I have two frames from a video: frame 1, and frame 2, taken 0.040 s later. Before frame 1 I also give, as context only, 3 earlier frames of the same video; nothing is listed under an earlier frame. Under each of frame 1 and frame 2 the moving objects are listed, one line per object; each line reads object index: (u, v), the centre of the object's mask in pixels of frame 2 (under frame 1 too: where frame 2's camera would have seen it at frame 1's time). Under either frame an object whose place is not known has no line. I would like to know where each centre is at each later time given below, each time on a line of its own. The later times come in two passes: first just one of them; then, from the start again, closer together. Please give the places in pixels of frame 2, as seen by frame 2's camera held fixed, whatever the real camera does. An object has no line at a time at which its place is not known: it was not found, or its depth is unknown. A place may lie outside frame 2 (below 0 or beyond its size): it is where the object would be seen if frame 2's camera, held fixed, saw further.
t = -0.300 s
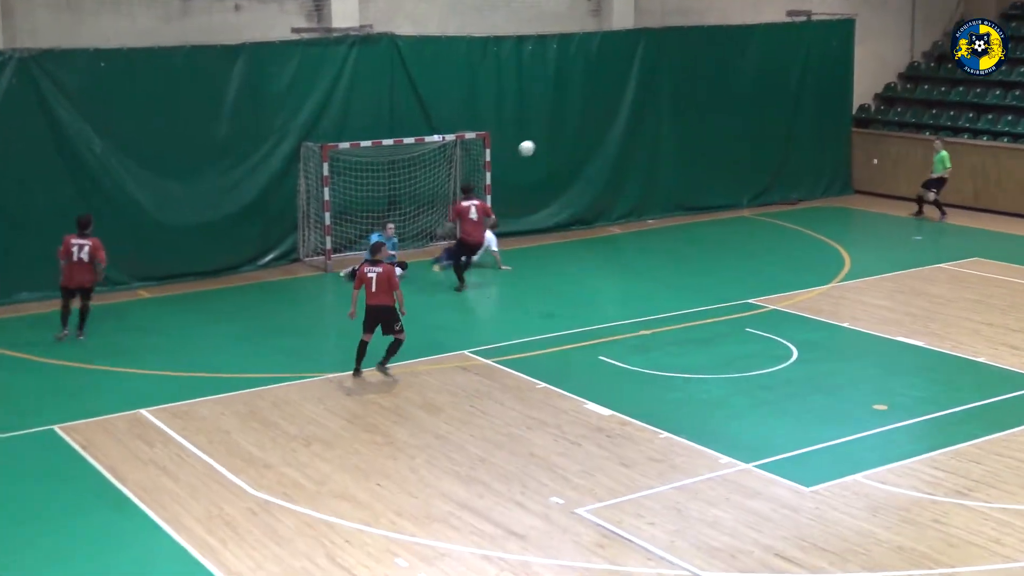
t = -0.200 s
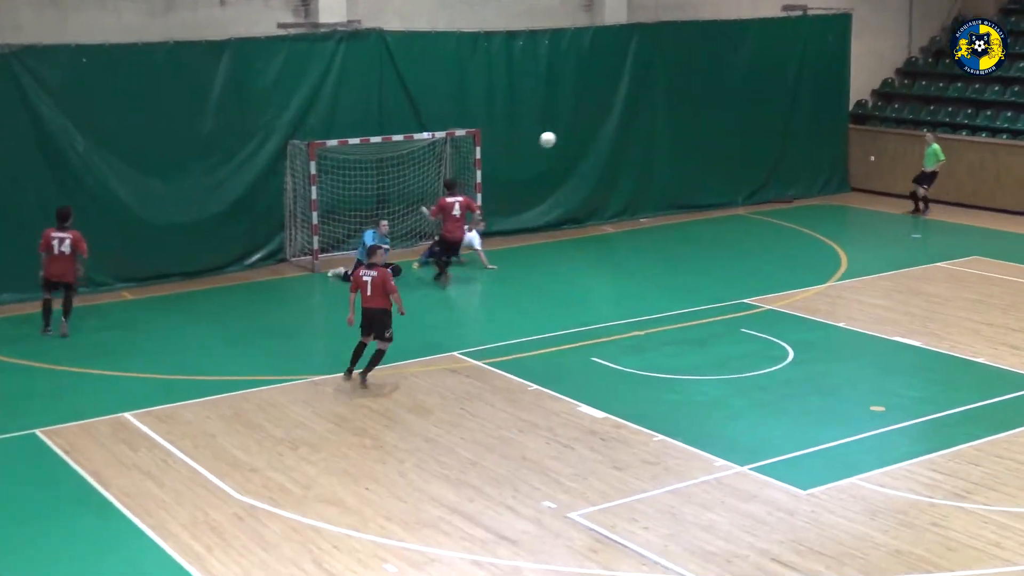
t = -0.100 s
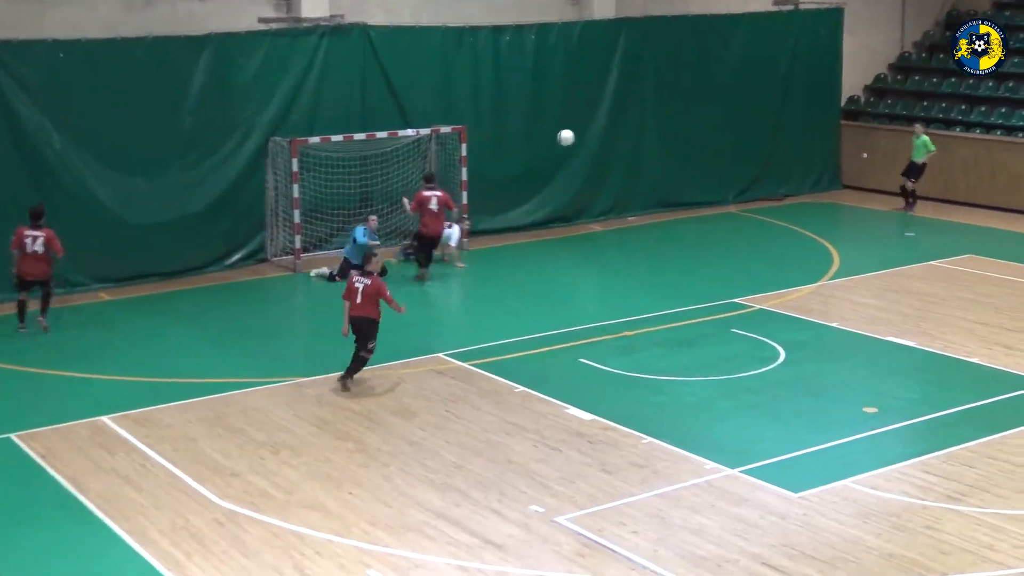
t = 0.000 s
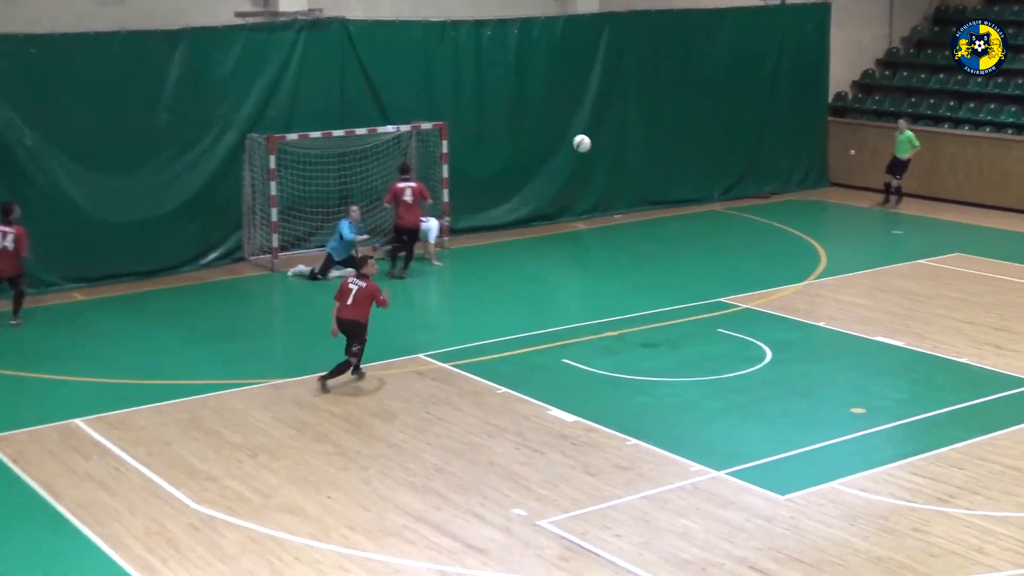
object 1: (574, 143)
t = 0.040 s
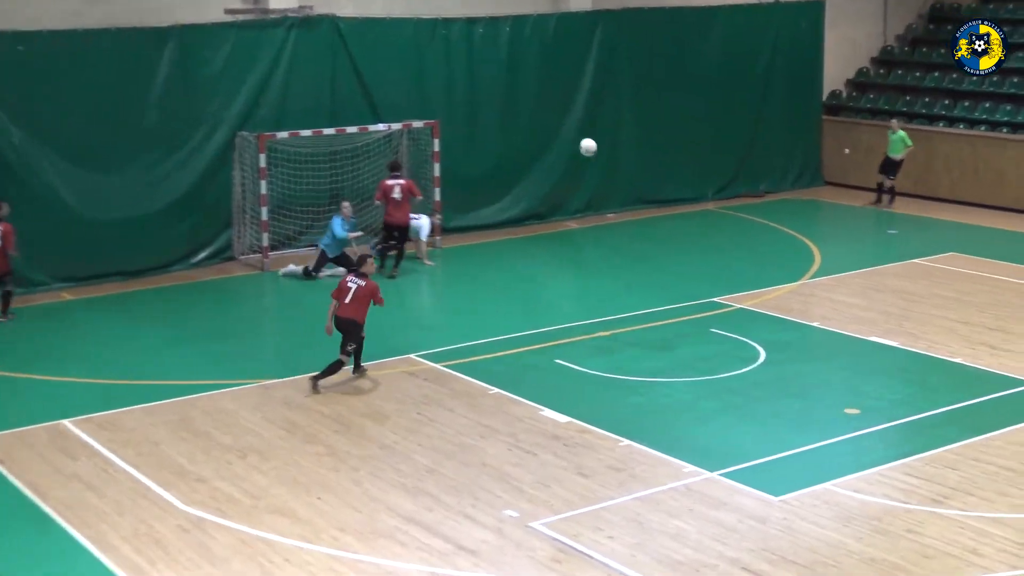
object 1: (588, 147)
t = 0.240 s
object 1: (656, 195)
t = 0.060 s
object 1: (594, 150)
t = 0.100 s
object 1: (608, 158)
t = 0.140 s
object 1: (622, 167)
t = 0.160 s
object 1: (629, 171)
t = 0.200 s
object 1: (642, 183)
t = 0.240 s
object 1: (656, 195)
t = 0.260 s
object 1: (664, 200)
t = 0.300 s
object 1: (678, 216)
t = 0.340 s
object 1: (692, 232)
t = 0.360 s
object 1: (700, 241)
